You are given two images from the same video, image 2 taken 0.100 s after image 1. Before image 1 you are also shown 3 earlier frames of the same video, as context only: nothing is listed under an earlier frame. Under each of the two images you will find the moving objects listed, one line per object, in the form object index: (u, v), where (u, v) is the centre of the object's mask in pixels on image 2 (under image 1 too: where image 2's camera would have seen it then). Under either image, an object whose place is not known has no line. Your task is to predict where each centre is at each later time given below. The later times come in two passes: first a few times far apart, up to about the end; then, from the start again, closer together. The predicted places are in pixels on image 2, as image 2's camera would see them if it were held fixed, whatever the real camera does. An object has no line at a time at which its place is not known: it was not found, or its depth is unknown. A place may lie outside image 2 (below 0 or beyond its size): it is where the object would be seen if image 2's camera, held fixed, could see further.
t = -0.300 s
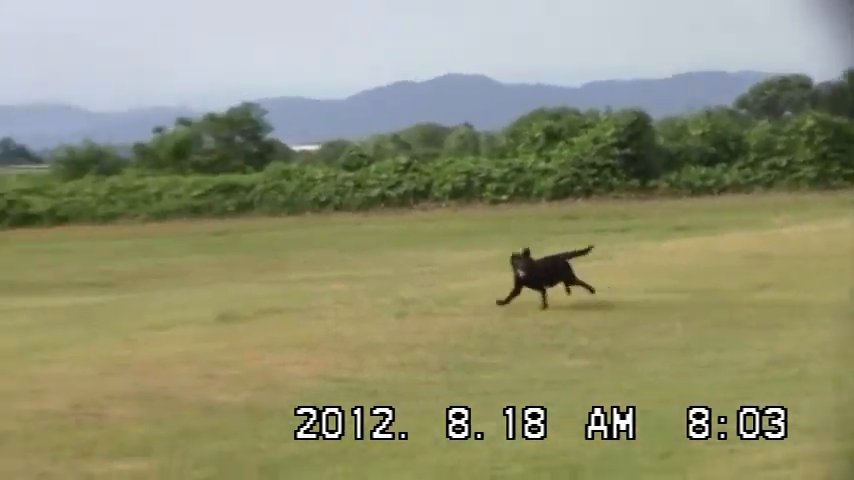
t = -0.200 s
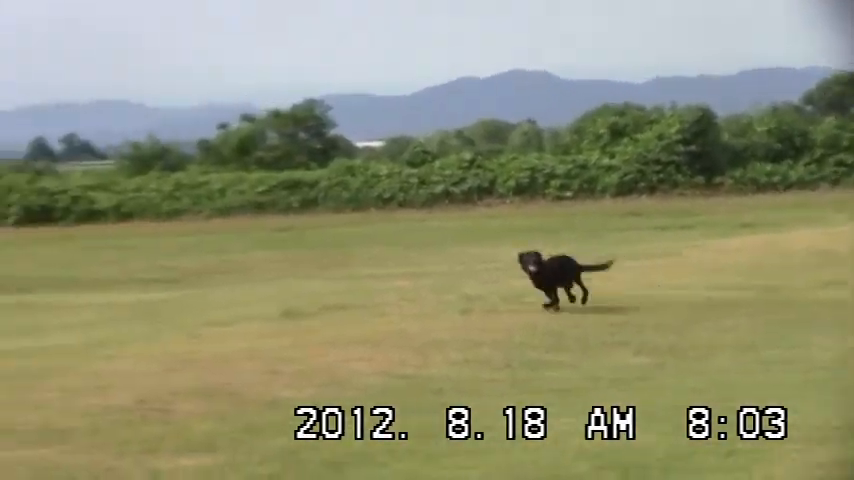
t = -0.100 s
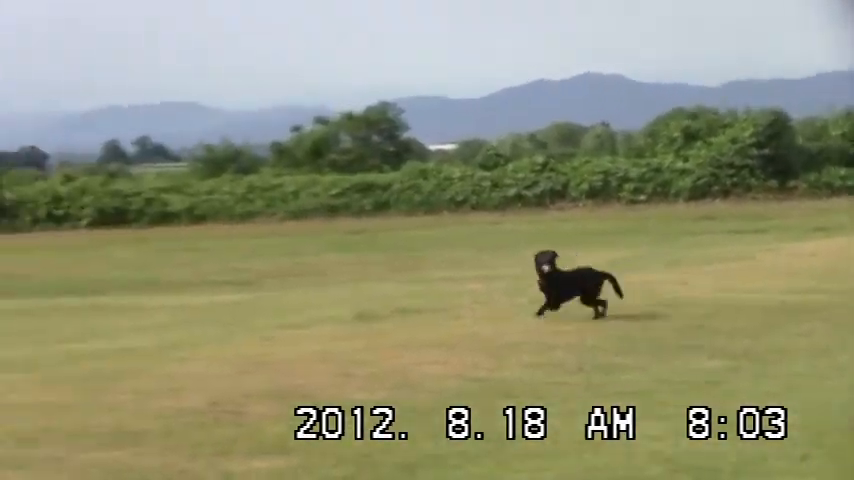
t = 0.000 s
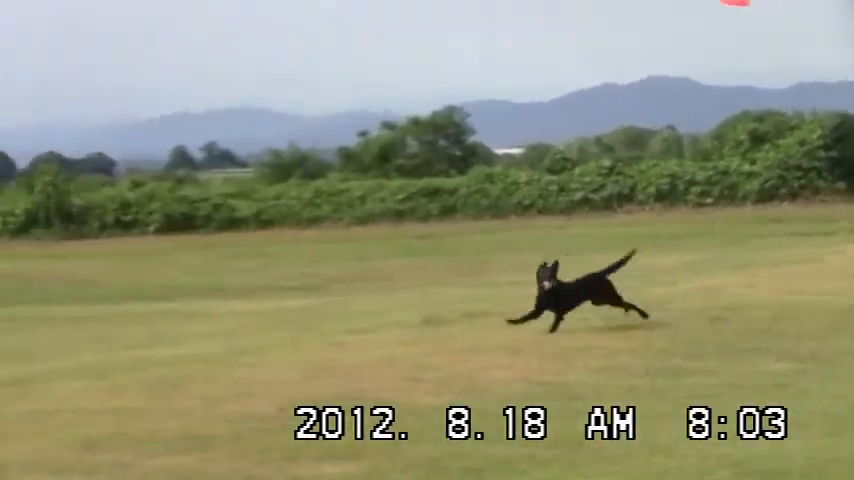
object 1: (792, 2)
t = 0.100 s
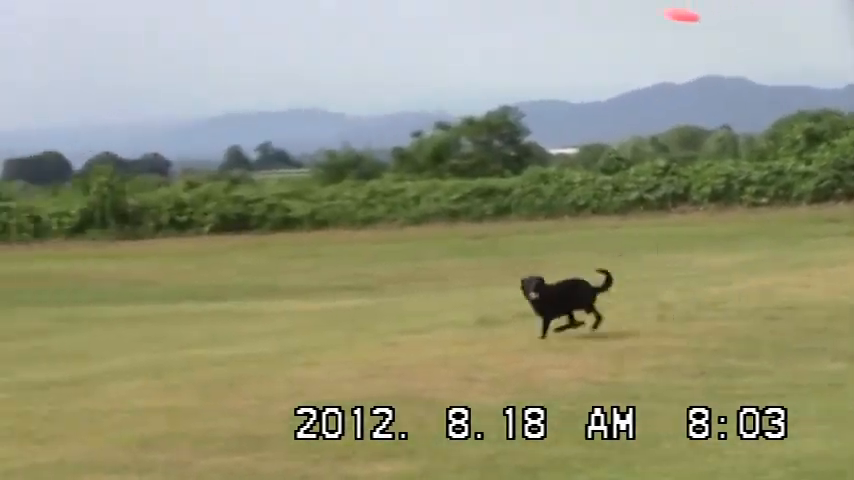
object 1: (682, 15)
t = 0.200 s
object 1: (581, 32)
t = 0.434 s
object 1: (360, 77)
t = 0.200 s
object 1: (581, 32)
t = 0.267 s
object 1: (517, 44)
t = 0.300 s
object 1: (485, 50)
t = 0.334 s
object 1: (453, 56)
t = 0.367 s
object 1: (422, 64)
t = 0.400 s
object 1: (391, 71)
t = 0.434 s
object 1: (360, 77)
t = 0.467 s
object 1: (329, 85)
